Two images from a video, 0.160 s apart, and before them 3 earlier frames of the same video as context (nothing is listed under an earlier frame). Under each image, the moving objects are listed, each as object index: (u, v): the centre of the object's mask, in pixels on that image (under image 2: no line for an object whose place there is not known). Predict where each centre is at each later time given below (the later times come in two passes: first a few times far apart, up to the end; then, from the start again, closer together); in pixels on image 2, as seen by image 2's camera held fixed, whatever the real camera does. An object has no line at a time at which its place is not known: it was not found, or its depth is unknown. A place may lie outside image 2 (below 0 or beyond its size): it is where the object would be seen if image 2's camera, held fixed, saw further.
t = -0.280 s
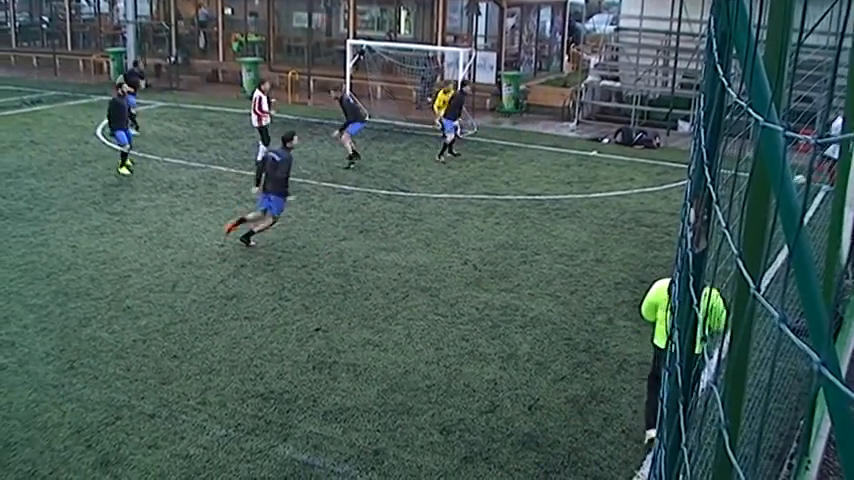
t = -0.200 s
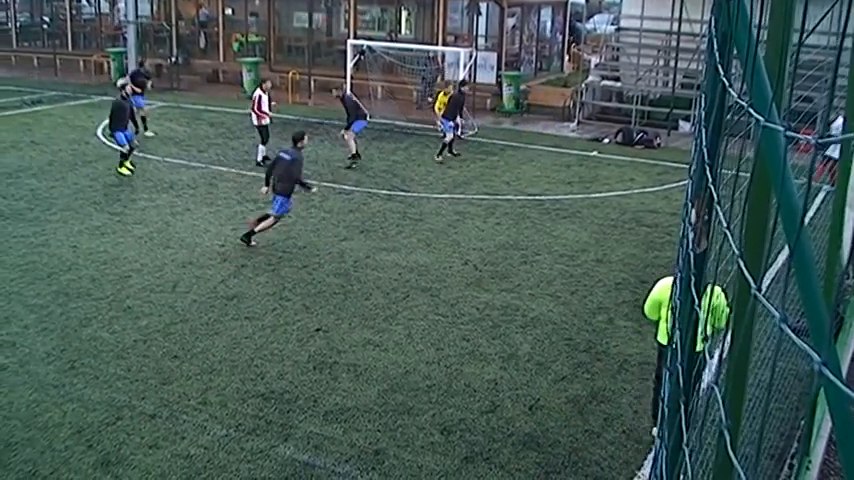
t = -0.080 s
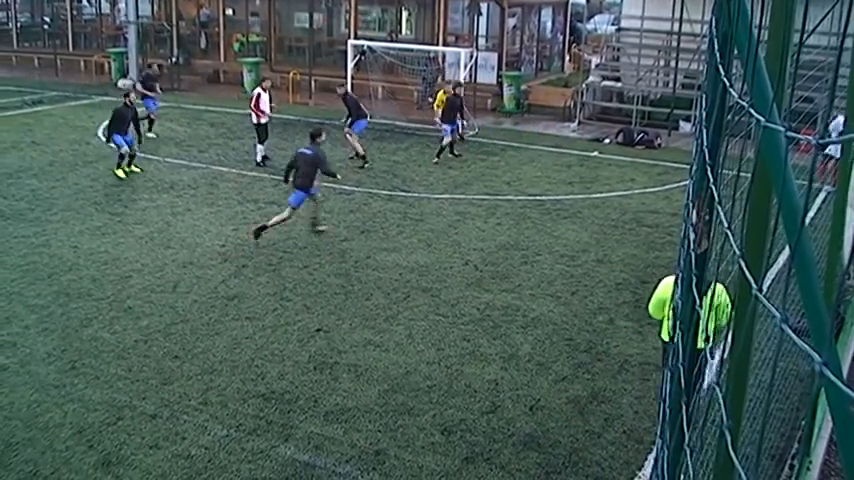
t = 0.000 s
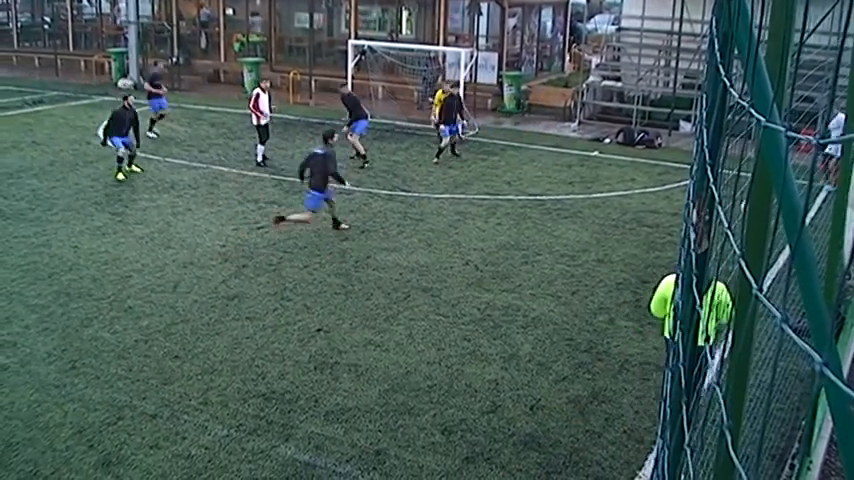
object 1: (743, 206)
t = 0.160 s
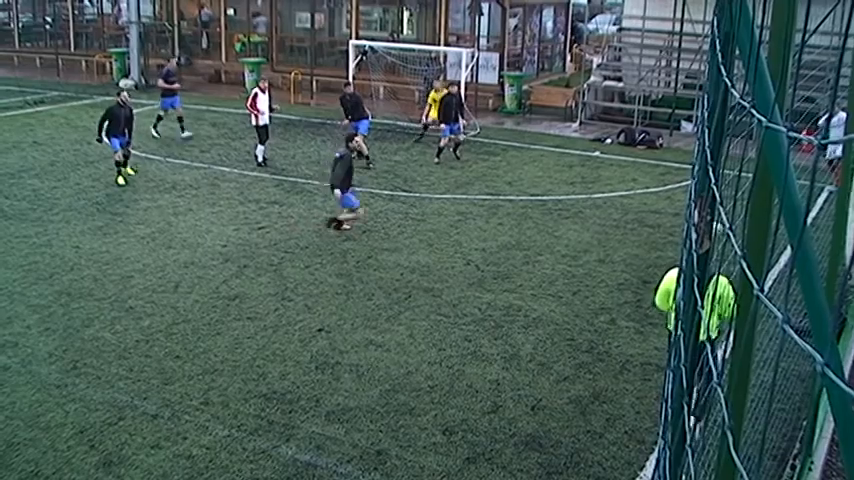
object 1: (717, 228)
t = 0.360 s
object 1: (669, 249)
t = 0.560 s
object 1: (617, 295)
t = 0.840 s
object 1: (538, 348)
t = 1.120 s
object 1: (443, 408)
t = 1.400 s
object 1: (314, 498)
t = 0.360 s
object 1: (669, 249)
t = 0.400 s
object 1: (659, 257)
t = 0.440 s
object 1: (648, 266)
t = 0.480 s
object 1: (638, 278)
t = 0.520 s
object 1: (626, 292)
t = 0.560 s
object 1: (617, 295)
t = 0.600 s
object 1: (607, 298)
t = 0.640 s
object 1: (597, 302)
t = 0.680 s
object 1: (586, 309)
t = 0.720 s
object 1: (575, 317)
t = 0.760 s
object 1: (563, 327)
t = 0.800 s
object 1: (551, 339)
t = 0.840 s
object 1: (538, 348)
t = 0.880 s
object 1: (527, 356)
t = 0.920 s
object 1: (514, 365)
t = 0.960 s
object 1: (500, 375)
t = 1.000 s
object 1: (486, 381)
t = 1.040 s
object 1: (472, 388)
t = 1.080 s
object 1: (458, 397)
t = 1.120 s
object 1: (443, 408)
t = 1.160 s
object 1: (426, 421)
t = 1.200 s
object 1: (410, 433)
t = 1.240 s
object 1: (392, 443)
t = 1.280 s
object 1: (374, 455)
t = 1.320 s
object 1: (355, 470)
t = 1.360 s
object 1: (335, 486)
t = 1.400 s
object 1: (314, 498)
